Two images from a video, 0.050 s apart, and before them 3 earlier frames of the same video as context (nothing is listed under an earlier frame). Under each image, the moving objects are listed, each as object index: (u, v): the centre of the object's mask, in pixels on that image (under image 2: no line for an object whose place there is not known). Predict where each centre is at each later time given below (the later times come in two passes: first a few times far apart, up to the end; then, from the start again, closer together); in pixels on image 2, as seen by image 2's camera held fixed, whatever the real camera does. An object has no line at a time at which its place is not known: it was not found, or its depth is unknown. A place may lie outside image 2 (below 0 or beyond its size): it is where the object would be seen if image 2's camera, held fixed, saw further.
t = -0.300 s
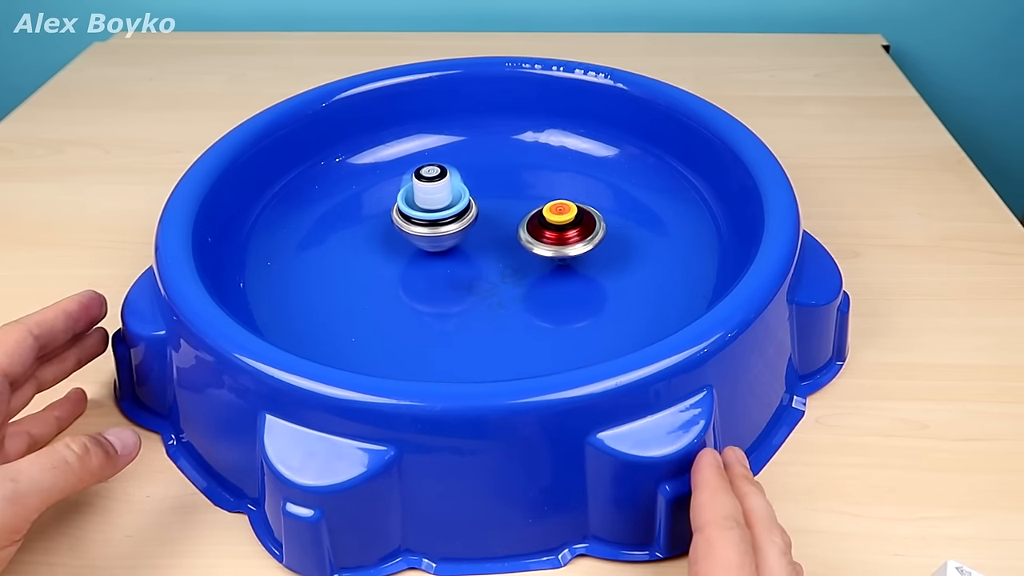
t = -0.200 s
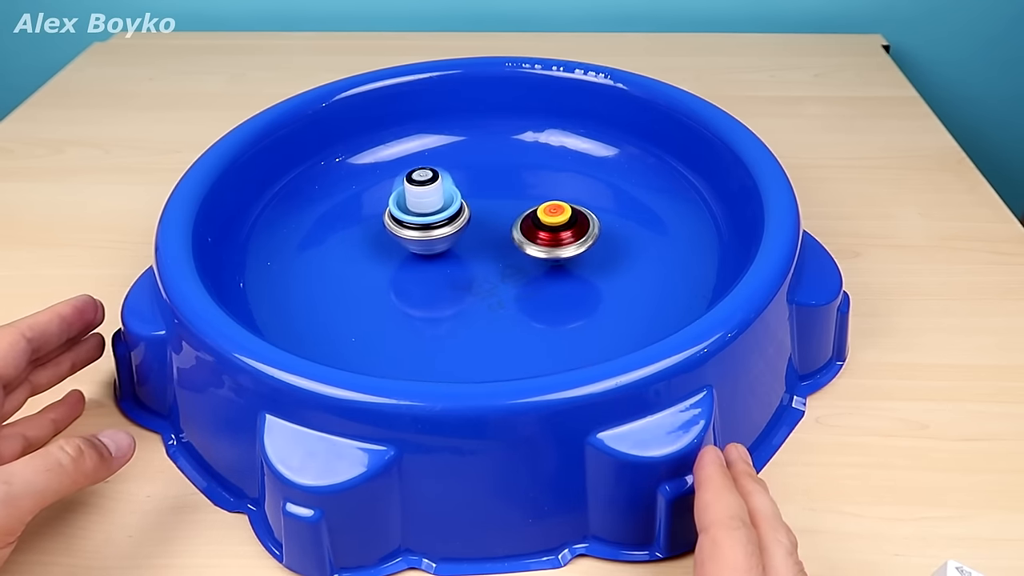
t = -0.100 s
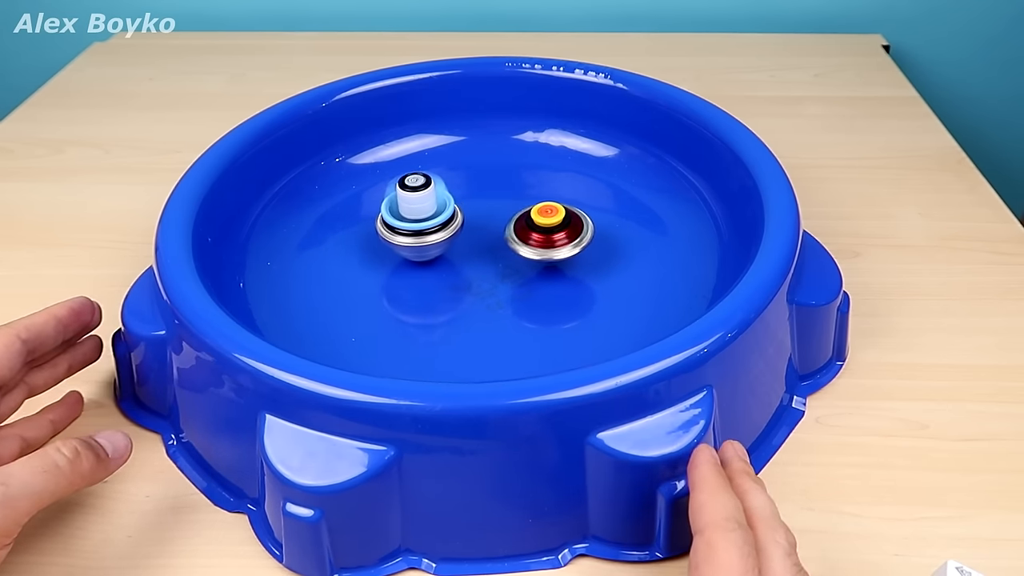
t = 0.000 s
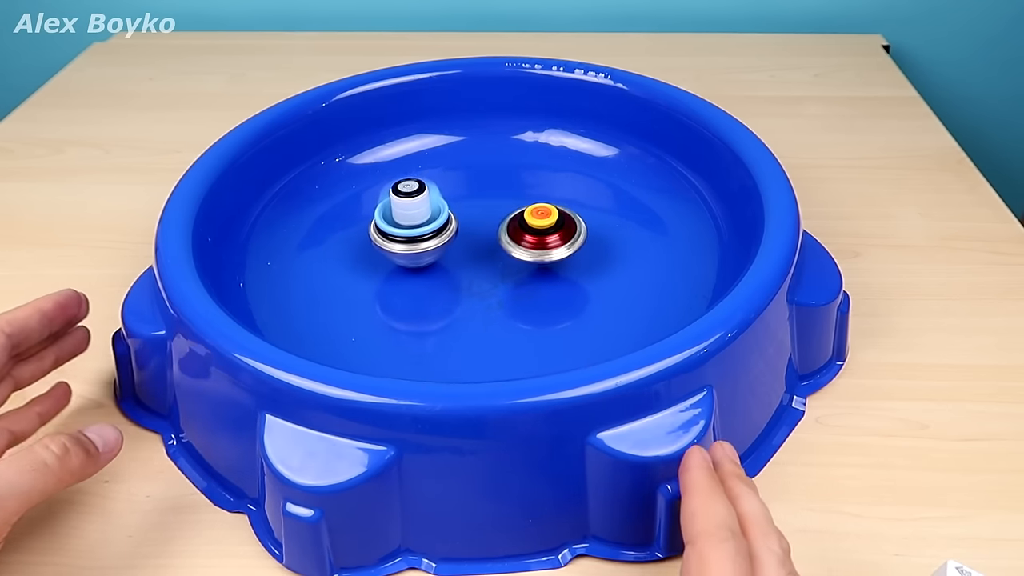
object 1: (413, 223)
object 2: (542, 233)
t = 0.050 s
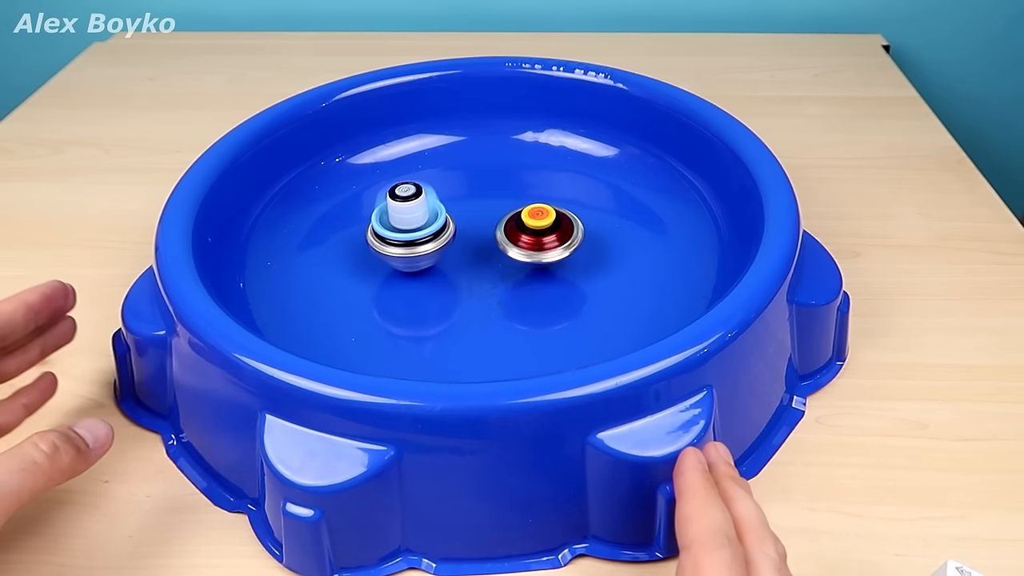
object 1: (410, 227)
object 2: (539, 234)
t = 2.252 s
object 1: (423, 243)
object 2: (520, 225)
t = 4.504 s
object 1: (436, 280)
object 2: (547, 258)
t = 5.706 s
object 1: (430, 237)
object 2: (507, 275)
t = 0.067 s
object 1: (409, 228)
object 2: (538, 234)
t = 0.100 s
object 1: (408, 231)
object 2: (536, 235)
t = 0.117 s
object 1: (407, 232)
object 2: (535, 235)
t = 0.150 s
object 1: (405, 235)
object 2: (533, 236)
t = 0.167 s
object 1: (405, 236)
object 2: (532, 236)
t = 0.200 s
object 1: (404, 239)
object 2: (531, 237)
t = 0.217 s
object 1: (404, 241)
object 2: (529, 237)
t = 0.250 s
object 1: (403, 245)
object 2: (528, 238)
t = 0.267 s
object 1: (402, 246)
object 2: (527, 239)
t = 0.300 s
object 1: (402, 249)
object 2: (525, 240)
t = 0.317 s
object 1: (402, 251)
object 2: (525, 240)
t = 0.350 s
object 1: (402, 254)
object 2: (523, 241)
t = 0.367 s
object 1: (403, 256)
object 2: (522, 242)
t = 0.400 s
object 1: (403, 259)
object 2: (520, 243)
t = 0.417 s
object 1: (403, 261)
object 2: (519, 244)
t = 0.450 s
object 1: (404, 264)
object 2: (518, 245)
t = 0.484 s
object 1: (405, 267)
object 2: (517, 246)
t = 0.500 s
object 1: (406, 268)
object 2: (516, 247)
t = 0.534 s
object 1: (407, 271)
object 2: (515, 248)
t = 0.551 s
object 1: (409, 273)
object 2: (514, 248)
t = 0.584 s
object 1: (411, 276)
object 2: (513, 249)
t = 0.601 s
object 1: (411, 277)
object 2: (513, 250)
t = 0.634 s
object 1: (414, 280)
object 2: (511, 251)
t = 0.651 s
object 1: (415, 281)
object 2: (511, 252)
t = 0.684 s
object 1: (418, 283)
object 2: (510, 253)
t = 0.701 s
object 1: (420, 284)
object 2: (509, 253)
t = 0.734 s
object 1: (423, 286)
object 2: (509, 254)
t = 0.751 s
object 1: (424, 287)
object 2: (508, 255)
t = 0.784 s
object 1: (428, 289)
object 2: (508, 256)
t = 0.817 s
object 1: (427, 293)
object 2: (512, 253)
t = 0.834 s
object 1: (427, 294)
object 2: (514, 251)
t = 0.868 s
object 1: (427, 297)
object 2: (517, 249)
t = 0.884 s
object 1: (428, 299)
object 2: (518, 248)
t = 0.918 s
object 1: (429, 302)
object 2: (519, 249)
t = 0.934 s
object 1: (429, 303)
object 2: (519, 249)
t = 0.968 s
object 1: (430, 306)
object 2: (520, 250)
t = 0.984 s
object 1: (431, 307)
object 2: (521, 250)
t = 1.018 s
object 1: (432, 308)
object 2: (522, 252)
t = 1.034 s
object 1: (433, 310)
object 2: (523, 252)
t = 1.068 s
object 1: (435, 311)
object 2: (524, 253)
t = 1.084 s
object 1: (436, 312)
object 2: (524, 252)
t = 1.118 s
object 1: (438, 313)
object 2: (525, 254)
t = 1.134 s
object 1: (439, 313)
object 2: (526, 253)
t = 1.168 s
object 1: (442, 313)
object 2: (527, 254)
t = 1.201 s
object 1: (445, 313)
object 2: (528, 254)
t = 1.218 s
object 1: (447, 313)
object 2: (529, 255)
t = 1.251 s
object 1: (450, 312)
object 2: (530, 255)
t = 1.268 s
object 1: (452, 311)
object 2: (530, 256)
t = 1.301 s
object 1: (455, 309)
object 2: (530, 256)
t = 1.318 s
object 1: (456, 308)
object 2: (530, 255)
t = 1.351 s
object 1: (458, 306)
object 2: (530, 256)
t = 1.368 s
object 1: (460, 305)
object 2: (531, 256)
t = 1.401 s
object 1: (462, 302)
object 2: (532, 256)
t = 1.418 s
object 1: (463, 300)
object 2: (533, 256)
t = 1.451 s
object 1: (464, 299)
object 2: (534, 254)
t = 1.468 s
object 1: (461, 300)
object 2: (537, 250)
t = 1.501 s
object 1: (456, 300)
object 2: (543, 242)
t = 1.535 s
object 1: (453, 300)
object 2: (546, 237)
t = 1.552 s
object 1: (452, 299)
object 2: (547, 235)
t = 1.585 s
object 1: (450, 298)
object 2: (548, 233)
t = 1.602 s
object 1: (449, 298)
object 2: (548, 233)
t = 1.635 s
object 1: (447, 296)
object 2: (548, 232)
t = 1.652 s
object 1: (446, 295)
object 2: (548, 231)
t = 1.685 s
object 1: (444, 294)
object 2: (548, 230)
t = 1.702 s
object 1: (443, 292)
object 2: (548, 230)
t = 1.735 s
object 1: (441, 290)
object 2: (548, 229)
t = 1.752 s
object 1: (440, 289)
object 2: (547, 228)
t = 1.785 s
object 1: (438, 287)
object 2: (547, 228)
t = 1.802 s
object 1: (437, 285)
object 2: (546, 227)
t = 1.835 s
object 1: (435, 283)
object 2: (546, 226)
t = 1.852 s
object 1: (435, 281)
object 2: (545, 226)
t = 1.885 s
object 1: (433, 278)
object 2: (543, 225)
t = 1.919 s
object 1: (431, 275)
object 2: (542, 225)
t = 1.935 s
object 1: (431, 273)
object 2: (541, 224)
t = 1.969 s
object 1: (429, 270)
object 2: (539, 224)
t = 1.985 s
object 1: (428, 269)
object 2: (538, 224)
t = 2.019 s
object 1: (427, 266)
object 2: (536, 224)
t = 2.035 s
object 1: (426, 263)
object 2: (535, 223)
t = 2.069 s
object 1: (425, 260)
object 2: (533, 223)
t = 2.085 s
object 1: (425, 259)
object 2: (531, 223)
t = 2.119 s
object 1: (424, 255)
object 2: (529, 224)
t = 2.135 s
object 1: (424, 254)
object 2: (528, 224)
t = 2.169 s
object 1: (424, 251)
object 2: (526, 224)
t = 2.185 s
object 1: (423, 249)
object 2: (525, 224)
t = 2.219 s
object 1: (423, 246)
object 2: (522, 224)
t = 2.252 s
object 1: (423, 243)
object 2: (520, 225)
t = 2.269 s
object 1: (423, 241)
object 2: (518, 225)
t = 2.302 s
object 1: (424, 238)
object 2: (516, 226)
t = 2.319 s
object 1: (424, 236)
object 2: (515, 226)
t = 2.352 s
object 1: (420, 234)
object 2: (519, 225)
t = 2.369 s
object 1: (418, 233)
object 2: (523, 224)
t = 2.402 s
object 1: (414, 232)
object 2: (527, 223)
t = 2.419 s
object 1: (413, 230)
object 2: (528, 223)
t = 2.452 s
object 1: (411, 229)
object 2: (527, 224)
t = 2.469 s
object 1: (410, 228)
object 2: (527, 224)
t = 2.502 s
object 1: (409, 226)
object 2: (526, 226)
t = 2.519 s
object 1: (408, 225)
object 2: (525, 226)
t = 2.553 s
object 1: (407, 223)
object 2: (525, 227)
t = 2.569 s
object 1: (407, 222)
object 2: (524, 228)
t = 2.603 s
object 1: (406, 220)
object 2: (523, 229)
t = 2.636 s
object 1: (406, 219)
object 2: (523, 231)
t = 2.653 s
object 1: (407, 218)
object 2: (522, 232)
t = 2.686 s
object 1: (407, 216)
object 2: (522, 233)
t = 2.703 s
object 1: (407, 216)
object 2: (522, 234)
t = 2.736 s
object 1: (407, 214)
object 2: (521, 236)
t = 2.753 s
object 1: (407, 214)
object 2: (522, 236)
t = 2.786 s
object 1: (408, 213)
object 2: (521, 238)
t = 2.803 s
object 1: (409, 212)
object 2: (521, 238)
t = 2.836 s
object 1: (409, 211)
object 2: (521, 240)
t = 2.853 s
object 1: (410, 210)
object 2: (521, 240)
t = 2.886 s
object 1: (411, 209)
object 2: (521, 242)
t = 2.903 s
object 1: (412, 210)
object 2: (521, 243)
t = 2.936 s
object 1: (413, 209)
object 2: (521, 244)
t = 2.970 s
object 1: (415, 208)
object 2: (521, 245)
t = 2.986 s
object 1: (415, 209)
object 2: (521, 246)
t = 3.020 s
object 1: (417, 209)
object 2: (522, 247)
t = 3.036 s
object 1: (418, 208)
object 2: (522, 248)
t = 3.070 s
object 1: (420, 209)
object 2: (522, 250)
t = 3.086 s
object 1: (421, 209)
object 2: (522, 251)
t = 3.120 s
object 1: (423, 210)
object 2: (523, 252)
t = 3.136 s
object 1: (424, 210)
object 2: (523, 253)
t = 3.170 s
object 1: (426, 211)
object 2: (524, 254)
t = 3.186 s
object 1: (427, 212)
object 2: (524, 255)
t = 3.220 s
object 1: (429, 213)
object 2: (525, 256)
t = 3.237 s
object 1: (431, 213)
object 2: (525, 256)
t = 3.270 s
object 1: (433, 215)
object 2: (525, 257)
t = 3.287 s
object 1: (434, 216)
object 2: (526, 258)
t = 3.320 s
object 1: (436, 218)
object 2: (527, 259)
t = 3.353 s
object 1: (438, 220)
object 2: (528, 260)
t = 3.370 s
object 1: (439, 221)
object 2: (528, 260)
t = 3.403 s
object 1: (441, 223)
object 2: (528, 261)
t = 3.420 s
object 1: (441, 224)
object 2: (529, 262)
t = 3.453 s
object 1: (443, 227)
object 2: (530, 262)
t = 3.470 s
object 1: (445, 228)
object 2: (530, 263)
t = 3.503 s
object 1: (446, 231)
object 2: (531, 264)
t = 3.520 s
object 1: (448, 232)
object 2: (531, 264)
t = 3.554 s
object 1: (449, 235)
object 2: (534, 265)
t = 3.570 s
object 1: (447, 235)
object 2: (540, 267)
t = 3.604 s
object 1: (445, 237)
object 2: (548, 268)
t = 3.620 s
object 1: (444, 238)
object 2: (551, 269)
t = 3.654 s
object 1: (442, 240)
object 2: (554, 269)
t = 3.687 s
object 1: (440, 242)
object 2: (556, 269)
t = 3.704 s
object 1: (439, 243)
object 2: (556, 270)
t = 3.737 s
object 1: (437, 246)
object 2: (558, 270)
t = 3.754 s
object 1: (437, 247)
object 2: (558, 270)
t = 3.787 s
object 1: (435, 250)
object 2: (560, 270)
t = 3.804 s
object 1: (434, 251)
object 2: (561, 270)
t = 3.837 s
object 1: (433, 253)
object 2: (562, 270)
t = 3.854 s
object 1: (432, 254)
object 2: (563, 270)
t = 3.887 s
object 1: (431, 257)
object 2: (564, 270)
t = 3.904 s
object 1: (431, 258)
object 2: (565, 270)
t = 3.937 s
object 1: (430, 261)
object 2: (566, 270)
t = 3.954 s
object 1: (429, 262)
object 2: (566, 270)
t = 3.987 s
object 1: (428, 264)
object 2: (567, 269)
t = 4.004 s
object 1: (428, 265)
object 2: (568, 268)
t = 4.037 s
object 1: (427, 267)
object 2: (568, 268)
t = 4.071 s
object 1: (427, 269)
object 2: (568, 267)
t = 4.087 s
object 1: (426, 270)
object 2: (568, 267)
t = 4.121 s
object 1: (426, 272)
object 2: (568, 266)
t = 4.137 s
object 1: (426, 273)
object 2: (568, 265)
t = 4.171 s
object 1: (425, 274)
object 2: (568, 264)
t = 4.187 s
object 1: (426, 275)
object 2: (567, 263)
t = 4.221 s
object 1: (426, 276)
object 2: (566, 262)
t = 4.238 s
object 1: (426, 277)
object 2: (565, 262)
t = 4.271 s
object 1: (427, 278)
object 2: (564, 261)
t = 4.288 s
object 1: (427, 279)
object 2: (563, 261)
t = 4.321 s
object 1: (428, 280)
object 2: (561, 260)
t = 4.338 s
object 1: (429, 280)
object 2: (560, 260)
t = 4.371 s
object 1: (429, 280)
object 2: (557, 259)
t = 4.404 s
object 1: (431, 281)
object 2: (555, 259)
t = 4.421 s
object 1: (432, 281)
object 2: (554, 258)
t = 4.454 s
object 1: (433, 281)
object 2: (551, 258)
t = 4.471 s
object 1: (434, 281)
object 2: (549, 258)
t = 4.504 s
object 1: (436, 280)
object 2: (547, 258)
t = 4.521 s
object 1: (436, 280)
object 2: (545, 258)
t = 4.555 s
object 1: (438, 279)
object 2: (542, 258)
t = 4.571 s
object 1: (439, 279)
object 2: (540, 258)
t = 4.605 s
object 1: (441, 278)
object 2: (538, 258)
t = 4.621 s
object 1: (442, 277)
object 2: (537, 258)
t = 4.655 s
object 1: (442, 276)
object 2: (536, 257)
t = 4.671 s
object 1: (438, 277)
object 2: (540, 255)
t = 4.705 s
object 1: (435, 277)
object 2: (545, 252)
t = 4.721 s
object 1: (433, 276)
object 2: (546, 250)
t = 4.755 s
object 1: (430, 276)
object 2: (546, 249)
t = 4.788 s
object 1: (428, 276)
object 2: (543, 249)
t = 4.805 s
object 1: (427, 275)
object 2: (542, 249)
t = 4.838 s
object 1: (424, 275)
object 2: (540, 249)
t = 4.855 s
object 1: (423, 274)
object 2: (539, 250)
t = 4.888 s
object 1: (421, 273)
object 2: (536, 250)
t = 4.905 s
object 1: (420, 273)
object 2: (535, 250)
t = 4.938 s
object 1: (418, 272)
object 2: (532, 251)
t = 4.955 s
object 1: (417, 271)
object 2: (531, 252)
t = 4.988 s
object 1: (415, 270)
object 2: (528, 252)
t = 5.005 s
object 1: (414, 269)
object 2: (527, 253)
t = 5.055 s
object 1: (412, 266)
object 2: (524, 254)
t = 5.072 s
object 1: (412, 266)
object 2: (523, 254)
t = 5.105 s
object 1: (411, 264)
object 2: (521, 255)
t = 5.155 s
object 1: (411, 262)
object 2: (517, 257)
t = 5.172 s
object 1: (410, 261)
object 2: (516, 257)
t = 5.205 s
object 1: (410, 259)
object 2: (514, 258)
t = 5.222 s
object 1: (410, 258)
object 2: (513, 259)
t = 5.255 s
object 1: (411, 256)
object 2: (510, 260)
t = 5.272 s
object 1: (411, 255)
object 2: (510, 261)
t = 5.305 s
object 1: (411, 254)
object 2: (508, 262)
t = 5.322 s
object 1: (412, 253)
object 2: (507, 262)
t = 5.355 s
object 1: (412, 251)
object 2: (507, 263)
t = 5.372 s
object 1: (412, 250)
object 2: (508, 263)
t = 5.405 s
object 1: (413, 248)
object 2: (509, 264)
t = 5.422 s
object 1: (414, 247)
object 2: (509, 264)
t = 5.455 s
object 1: (415, 246)
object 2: (508, 265)
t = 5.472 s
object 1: (416, 245)
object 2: (508, 266)
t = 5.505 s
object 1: (417, 243)
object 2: (508, 267)
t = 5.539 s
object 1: (419, 242)
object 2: (507, 268)
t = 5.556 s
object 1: (420, 241)
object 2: (507, 269)
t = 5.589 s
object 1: (422, 240)
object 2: (507, 270)
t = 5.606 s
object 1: (423, 239)
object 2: (507, 271)
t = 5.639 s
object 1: (425, 239)
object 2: (507, 272)
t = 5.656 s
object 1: (426, 238)
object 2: (506, 273)
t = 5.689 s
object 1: (429, 237)
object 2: (506, 275)
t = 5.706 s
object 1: (430, 237)
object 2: (507, 275)
